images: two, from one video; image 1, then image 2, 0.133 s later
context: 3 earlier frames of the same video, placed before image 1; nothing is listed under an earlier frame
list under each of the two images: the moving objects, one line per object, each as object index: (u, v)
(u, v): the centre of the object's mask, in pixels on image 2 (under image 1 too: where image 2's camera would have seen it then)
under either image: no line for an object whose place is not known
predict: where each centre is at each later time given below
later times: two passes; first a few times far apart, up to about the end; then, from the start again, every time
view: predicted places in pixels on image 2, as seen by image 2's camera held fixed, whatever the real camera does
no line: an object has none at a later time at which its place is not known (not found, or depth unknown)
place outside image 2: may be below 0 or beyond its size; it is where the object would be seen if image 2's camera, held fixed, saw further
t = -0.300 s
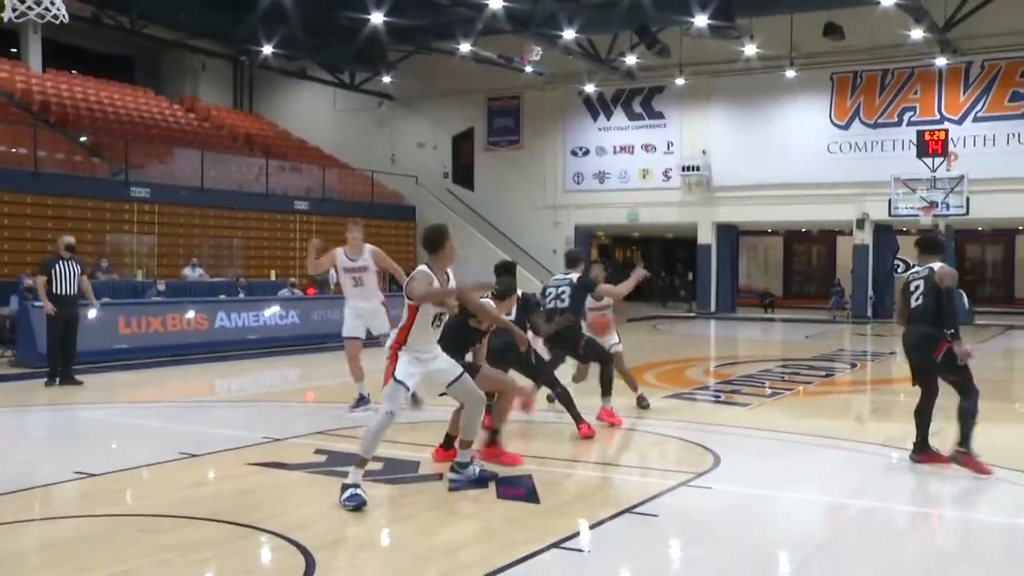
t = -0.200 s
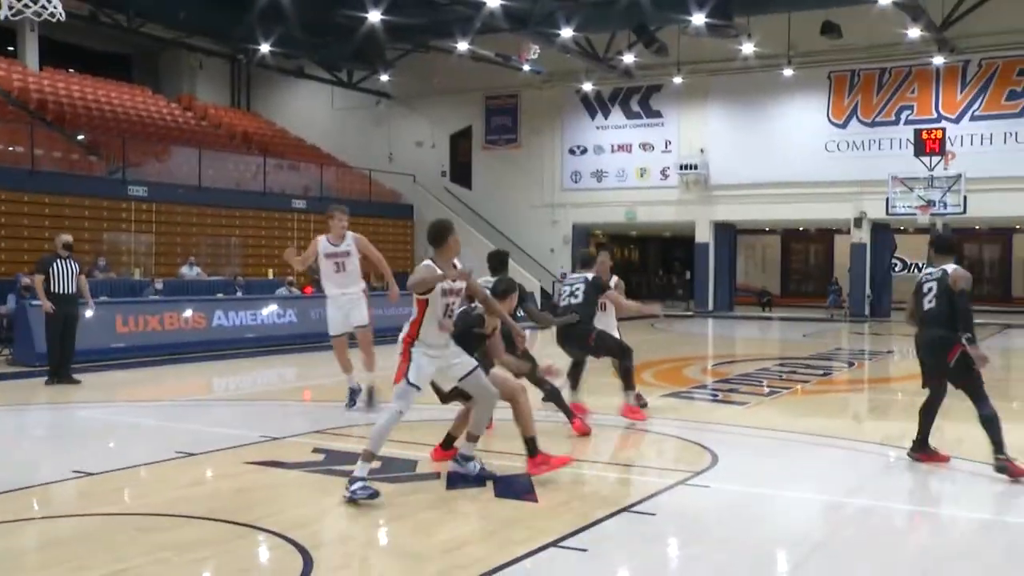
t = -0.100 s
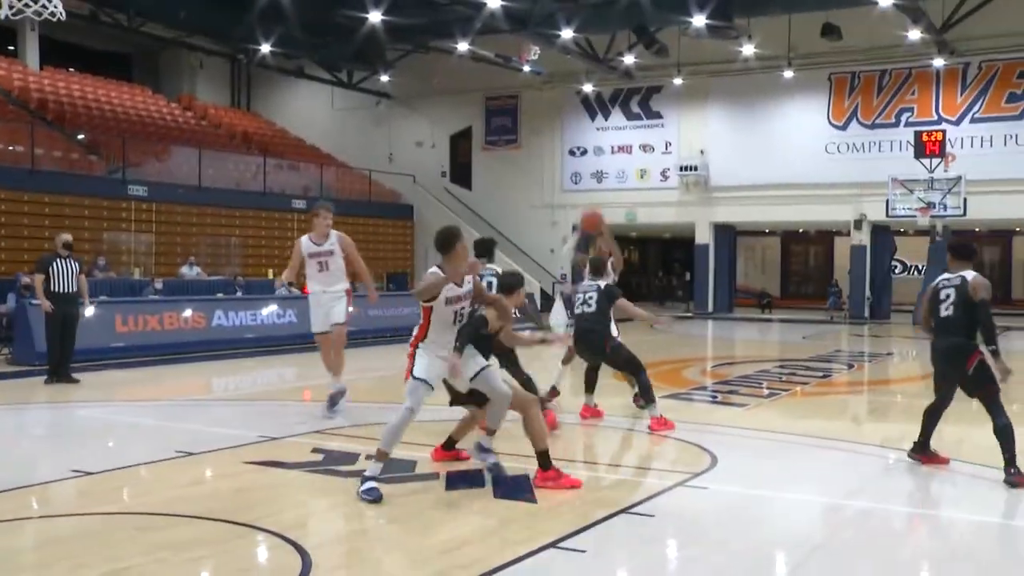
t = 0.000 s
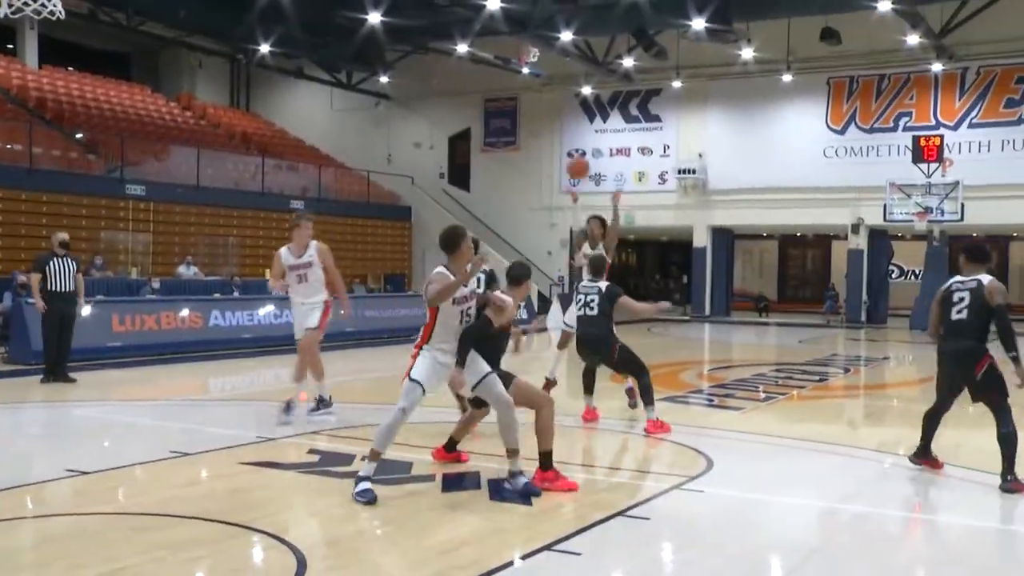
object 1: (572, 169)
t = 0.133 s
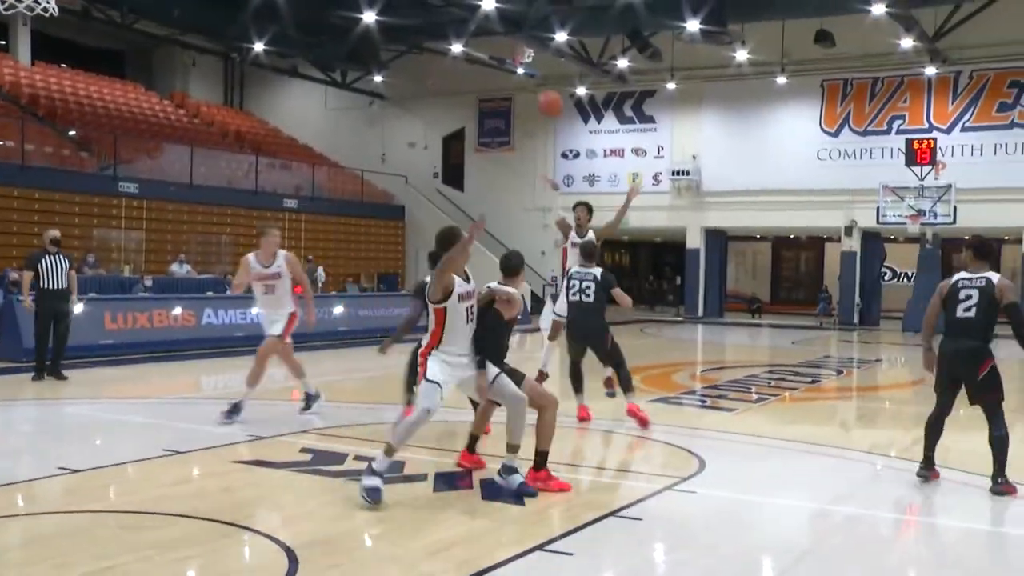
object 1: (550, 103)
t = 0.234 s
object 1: (531, 64)
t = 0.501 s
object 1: (466, -12)
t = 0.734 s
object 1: (391, -12)
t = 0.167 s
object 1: (543, 90)
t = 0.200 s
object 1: (537, 77)
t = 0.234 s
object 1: (531, 64)
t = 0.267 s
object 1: (524, 51)
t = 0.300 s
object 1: (517, 38)
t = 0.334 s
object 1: (509, 26)
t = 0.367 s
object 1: (501, 17)
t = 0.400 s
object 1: (492, 7)
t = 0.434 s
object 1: (483, 0)
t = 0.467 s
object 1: (474, -8)
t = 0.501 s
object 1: (466, -12)
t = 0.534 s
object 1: (456, -16)
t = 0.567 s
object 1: (446, -20)
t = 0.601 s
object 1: (436, -21)
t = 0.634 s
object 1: (425, -21)
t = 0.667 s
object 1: (415, -20)
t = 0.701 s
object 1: (403, -17)
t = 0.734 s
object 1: (391, -12)
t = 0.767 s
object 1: (378, -6)
